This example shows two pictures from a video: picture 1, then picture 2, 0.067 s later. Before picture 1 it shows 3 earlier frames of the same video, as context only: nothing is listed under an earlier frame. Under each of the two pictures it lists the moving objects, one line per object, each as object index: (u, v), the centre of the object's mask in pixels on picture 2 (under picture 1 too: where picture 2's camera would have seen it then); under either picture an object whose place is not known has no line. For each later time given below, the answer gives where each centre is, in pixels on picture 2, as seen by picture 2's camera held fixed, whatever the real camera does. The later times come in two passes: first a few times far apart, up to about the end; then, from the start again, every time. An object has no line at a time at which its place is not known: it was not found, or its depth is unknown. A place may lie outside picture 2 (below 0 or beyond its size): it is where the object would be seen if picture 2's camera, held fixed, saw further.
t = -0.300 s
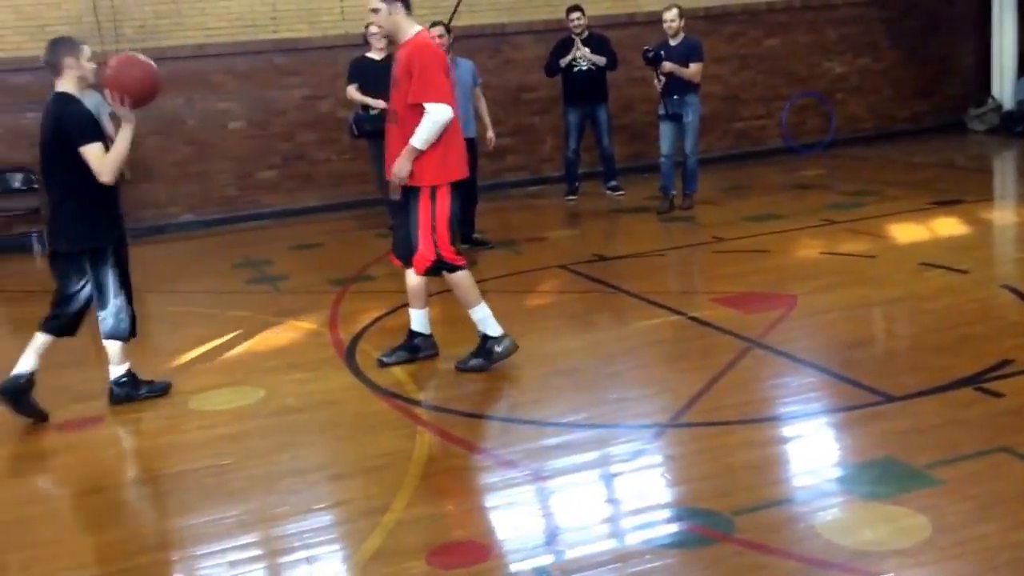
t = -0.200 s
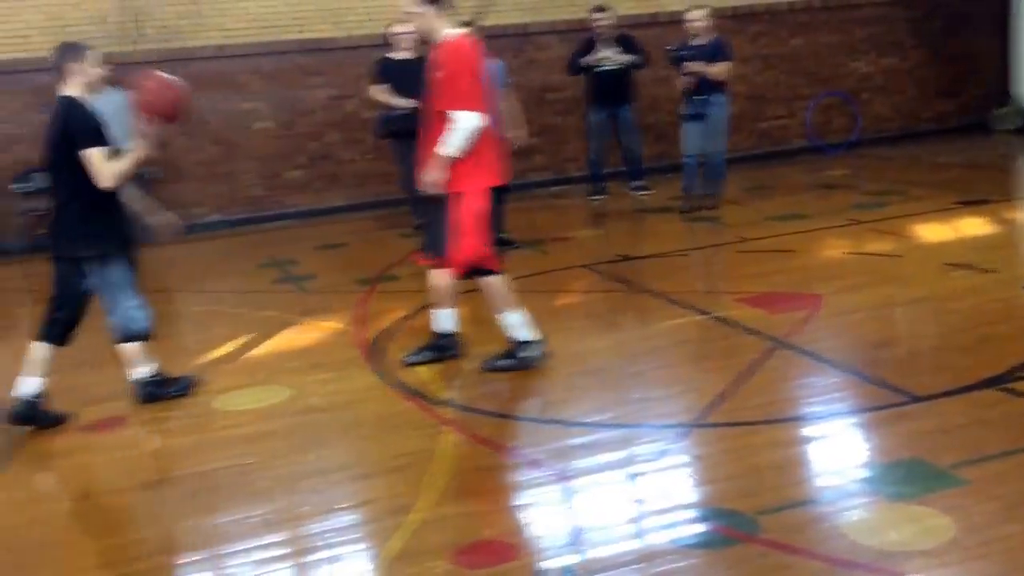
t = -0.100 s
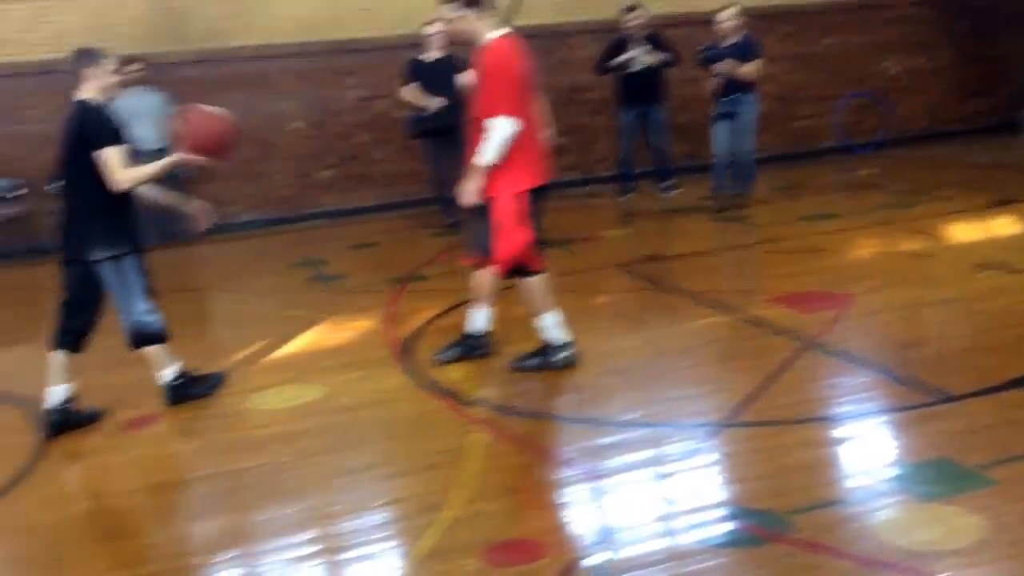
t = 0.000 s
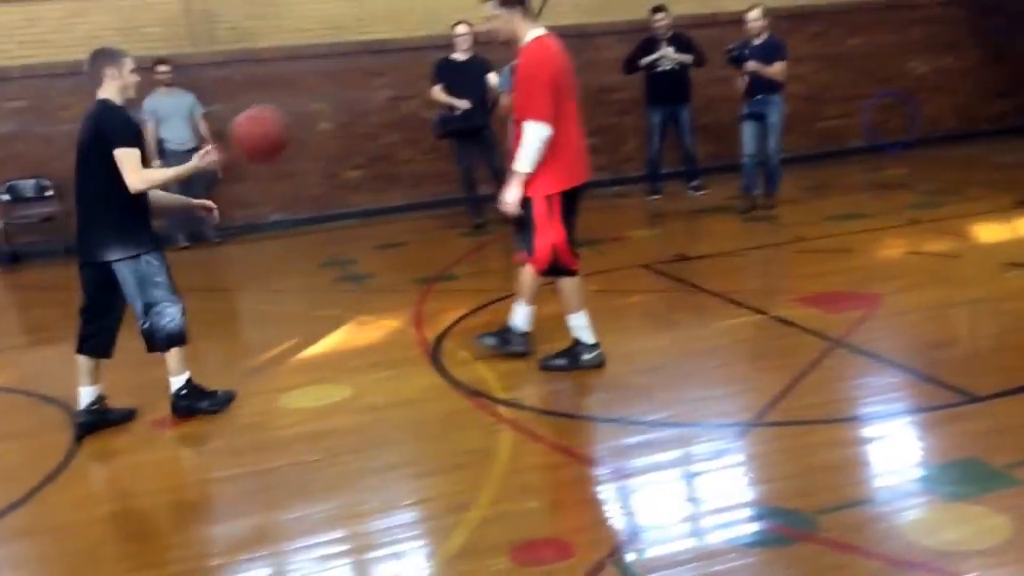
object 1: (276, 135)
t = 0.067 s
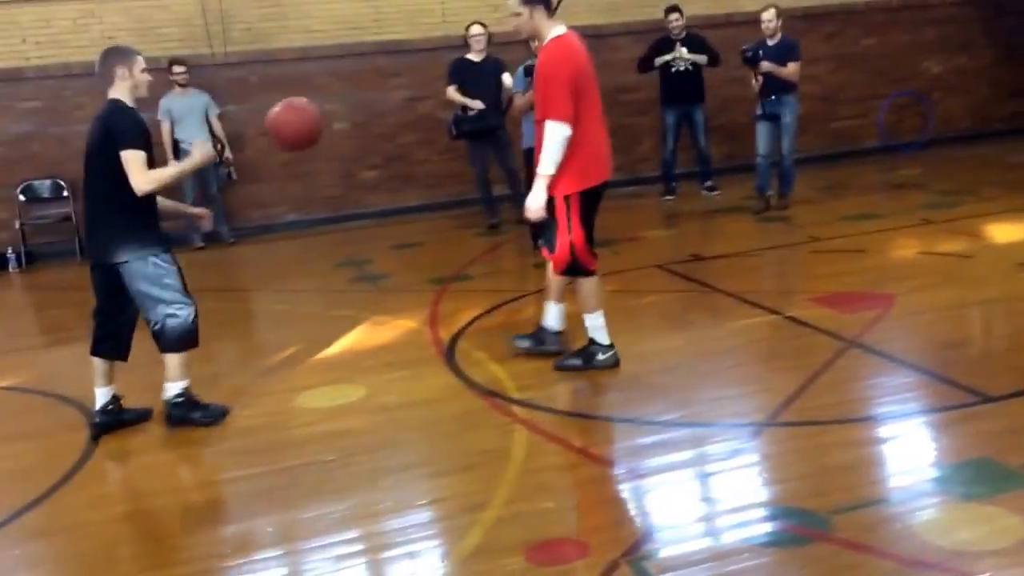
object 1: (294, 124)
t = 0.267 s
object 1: (355, 146)
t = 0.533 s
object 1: (443, 298)
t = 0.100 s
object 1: (303, 122)
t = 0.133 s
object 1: (313, 122)
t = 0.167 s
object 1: (322, 125)
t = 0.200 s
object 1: (334, 129)
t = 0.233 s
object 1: (345, 137)
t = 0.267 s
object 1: (355, 146)
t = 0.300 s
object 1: (368, 160)
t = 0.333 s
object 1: (378, 173)
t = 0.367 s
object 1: (388, 189)
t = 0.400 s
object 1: (399, 208)
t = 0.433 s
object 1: (410, 228)
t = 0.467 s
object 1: (421, 250)
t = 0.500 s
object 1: (432, 275)
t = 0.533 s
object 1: (443, 298)
